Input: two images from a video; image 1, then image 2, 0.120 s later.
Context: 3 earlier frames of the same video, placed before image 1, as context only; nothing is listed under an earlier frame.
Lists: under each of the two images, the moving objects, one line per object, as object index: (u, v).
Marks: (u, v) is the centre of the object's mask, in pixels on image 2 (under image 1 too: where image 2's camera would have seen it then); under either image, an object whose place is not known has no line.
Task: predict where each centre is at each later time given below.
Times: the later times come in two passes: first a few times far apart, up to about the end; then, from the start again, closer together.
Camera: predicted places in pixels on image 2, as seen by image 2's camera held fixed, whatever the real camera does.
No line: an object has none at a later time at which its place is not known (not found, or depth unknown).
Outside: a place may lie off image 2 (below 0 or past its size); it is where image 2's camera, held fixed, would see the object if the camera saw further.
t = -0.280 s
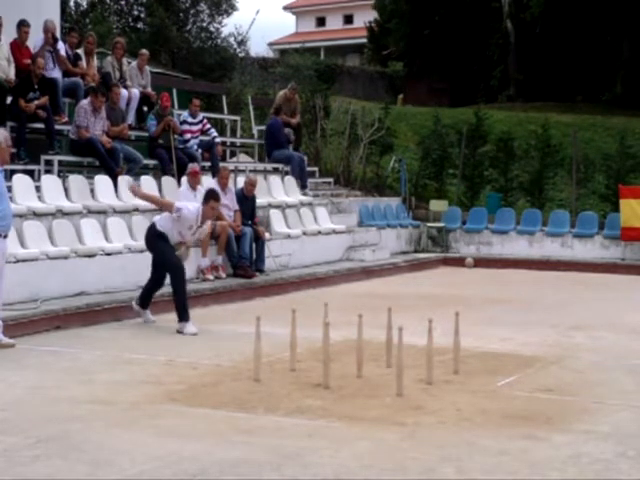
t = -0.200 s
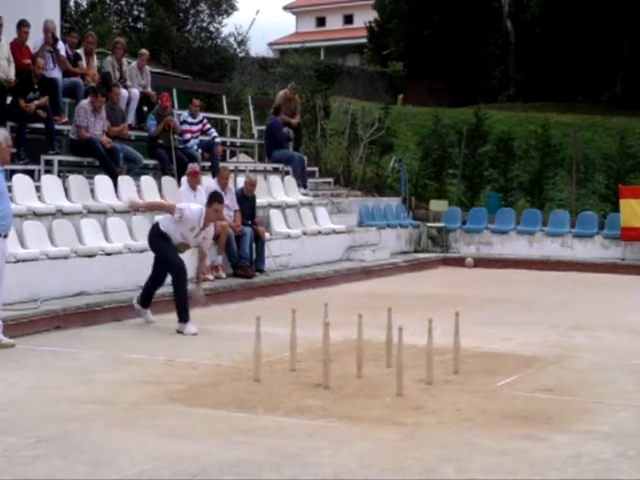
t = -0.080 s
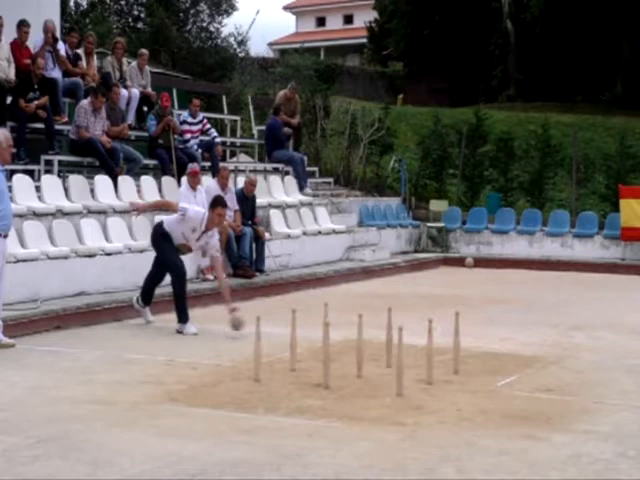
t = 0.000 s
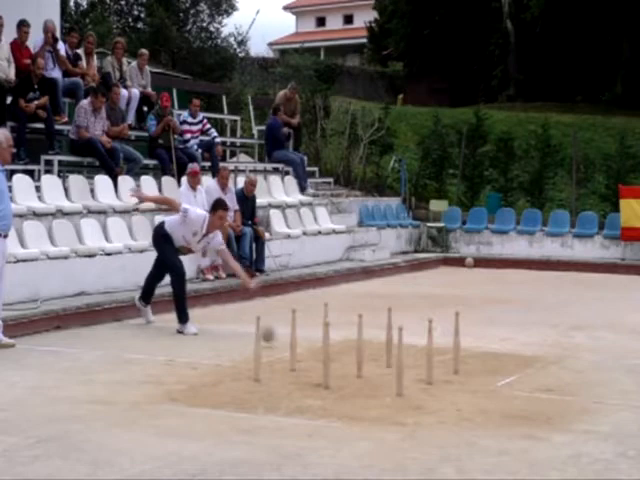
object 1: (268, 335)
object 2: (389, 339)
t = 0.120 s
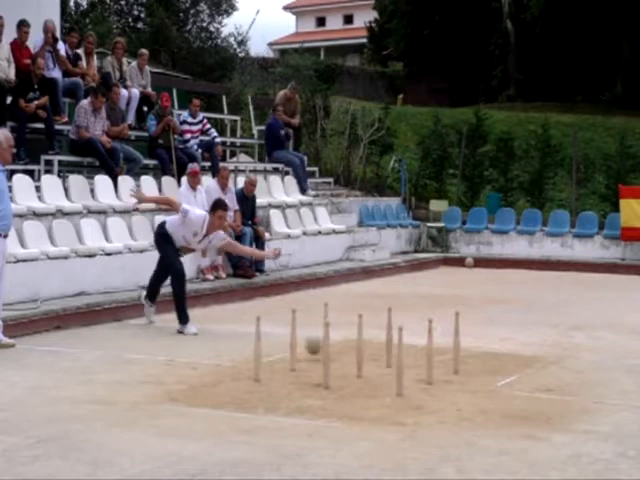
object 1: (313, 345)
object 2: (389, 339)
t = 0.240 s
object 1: (345, 363)
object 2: (389, 339)
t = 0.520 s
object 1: (390, 387)
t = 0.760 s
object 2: (530, 393)
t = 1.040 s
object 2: (588, 418)
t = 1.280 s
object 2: (592, 421)
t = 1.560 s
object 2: (593, 421)
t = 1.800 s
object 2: (593, 421)
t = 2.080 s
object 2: (594, 421)
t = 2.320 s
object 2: (594, 421)
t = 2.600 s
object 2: (594, 421)
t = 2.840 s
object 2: (594, 421)
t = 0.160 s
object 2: (389, 339)
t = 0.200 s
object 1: (336, 355)
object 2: (389, 339)
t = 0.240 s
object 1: (345, 363)
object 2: (389, 339)
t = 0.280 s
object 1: (354, 367)
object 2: (389, 339)
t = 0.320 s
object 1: (359, 366)
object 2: (394, 338)
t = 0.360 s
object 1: (365, 371)
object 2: (394, 355)
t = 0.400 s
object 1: (372, 377)
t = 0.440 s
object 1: (377, 380)
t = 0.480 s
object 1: (383, 384)
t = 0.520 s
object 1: (390, 387)
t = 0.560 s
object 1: (396, 389)
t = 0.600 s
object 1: (402, 393)
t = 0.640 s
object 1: (409, 398)
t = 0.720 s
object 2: (516, 386)
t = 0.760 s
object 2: (530, 393)
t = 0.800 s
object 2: (545, 404)
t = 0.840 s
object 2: (555, 408)
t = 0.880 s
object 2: (563, 414)
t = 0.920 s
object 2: (572, 416)
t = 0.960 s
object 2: (578, 415)
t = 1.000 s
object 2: (582, 416)
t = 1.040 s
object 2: (588, 418)
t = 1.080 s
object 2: (588, 419)
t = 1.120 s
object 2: (590, 419)
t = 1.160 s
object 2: (592, 420)
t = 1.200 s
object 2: (593, 420)
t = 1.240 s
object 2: (593, 420)
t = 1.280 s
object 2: (592, 421)
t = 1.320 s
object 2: (591, 421)
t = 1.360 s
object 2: (592, 420)
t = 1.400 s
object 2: (592, 420)
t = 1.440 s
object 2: (592, 421)
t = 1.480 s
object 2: (593, 420)
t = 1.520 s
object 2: (593, 420)
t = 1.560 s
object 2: (593, 421)
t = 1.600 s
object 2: (593, 421)
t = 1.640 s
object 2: (593, 420)
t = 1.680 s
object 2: (593, 421)
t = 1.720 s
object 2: (593, 421)
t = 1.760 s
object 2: (593, 421)
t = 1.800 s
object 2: (593, 421)
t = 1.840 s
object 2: (593, 421)
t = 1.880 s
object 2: (593, 421)
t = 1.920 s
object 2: (593, 421)
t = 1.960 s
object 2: (594, 421)
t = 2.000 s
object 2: (594, 421)
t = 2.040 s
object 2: (594, 421)
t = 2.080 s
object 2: (594, 421)
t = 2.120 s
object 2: (594, 421)
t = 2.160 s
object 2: (594, 421)
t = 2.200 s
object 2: (594, 421)
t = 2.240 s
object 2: (594, 421)
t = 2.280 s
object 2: (594, 421)
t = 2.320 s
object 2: (594, 421)
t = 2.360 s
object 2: (594, 421)
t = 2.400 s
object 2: (594, 421)
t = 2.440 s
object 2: (594, 421)
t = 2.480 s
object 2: (594, 421)
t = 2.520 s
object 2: (594, 421)
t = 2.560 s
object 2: (594, 420)
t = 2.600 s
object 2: (594, 421)
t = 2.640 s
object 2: (594, 420)
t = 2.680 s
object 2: (594, 420)
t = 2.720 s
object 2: (594, 420)
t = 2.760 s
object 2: (593, 421)
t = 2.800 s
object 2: (594, 421)
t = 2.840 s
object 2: (594, 421)
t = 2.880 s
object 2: (594, 420)
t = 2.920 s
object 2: (593, 420)
